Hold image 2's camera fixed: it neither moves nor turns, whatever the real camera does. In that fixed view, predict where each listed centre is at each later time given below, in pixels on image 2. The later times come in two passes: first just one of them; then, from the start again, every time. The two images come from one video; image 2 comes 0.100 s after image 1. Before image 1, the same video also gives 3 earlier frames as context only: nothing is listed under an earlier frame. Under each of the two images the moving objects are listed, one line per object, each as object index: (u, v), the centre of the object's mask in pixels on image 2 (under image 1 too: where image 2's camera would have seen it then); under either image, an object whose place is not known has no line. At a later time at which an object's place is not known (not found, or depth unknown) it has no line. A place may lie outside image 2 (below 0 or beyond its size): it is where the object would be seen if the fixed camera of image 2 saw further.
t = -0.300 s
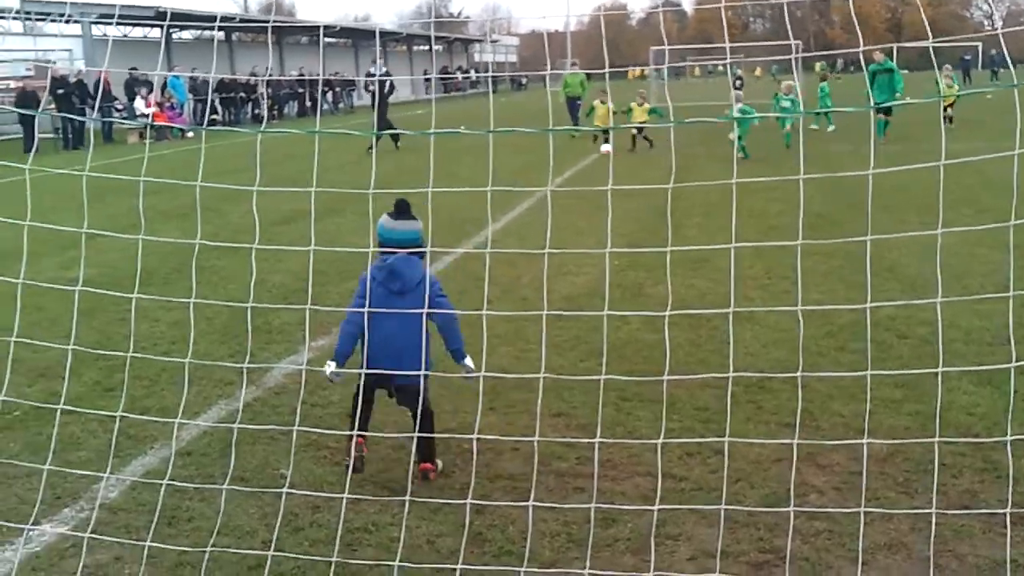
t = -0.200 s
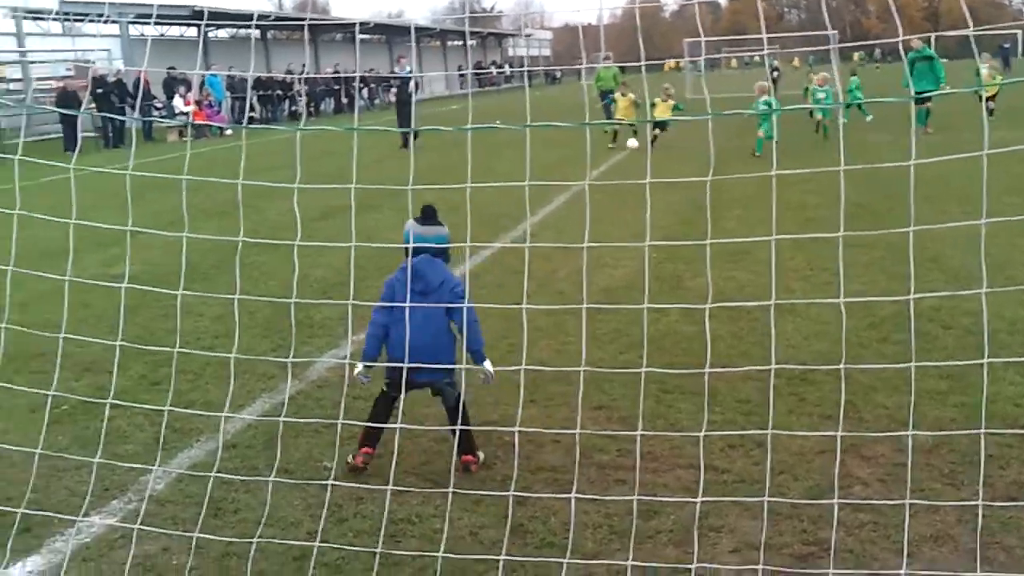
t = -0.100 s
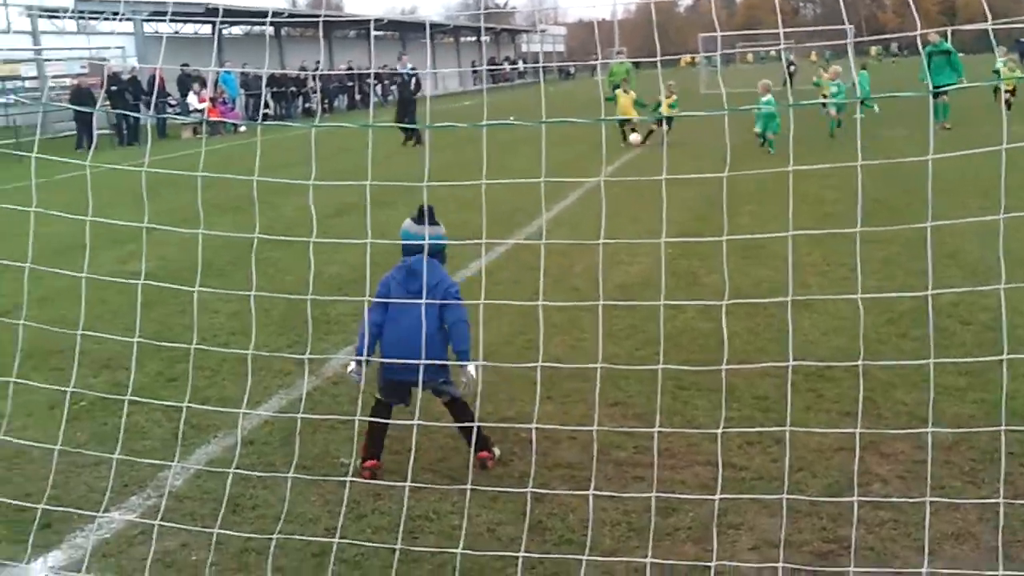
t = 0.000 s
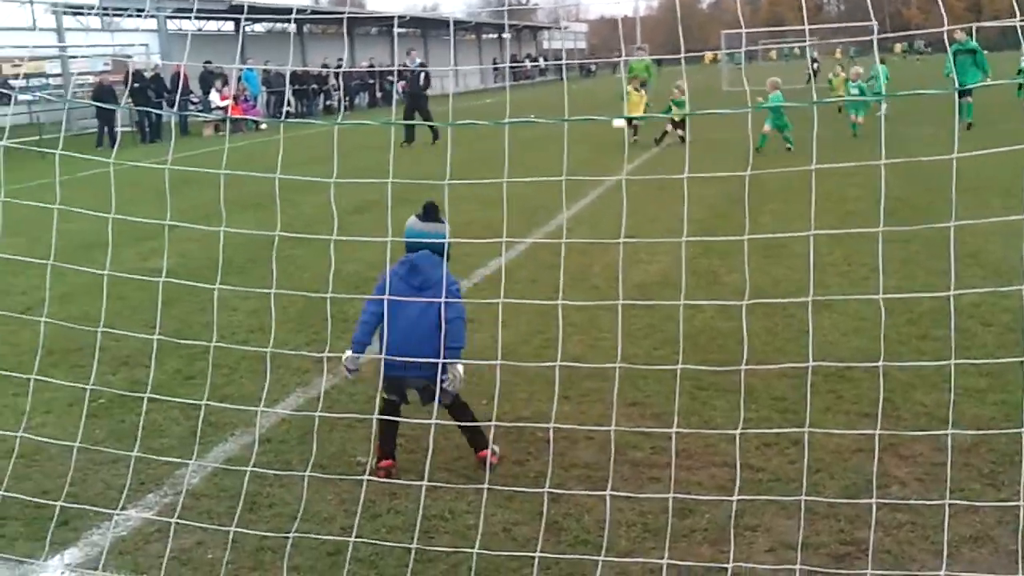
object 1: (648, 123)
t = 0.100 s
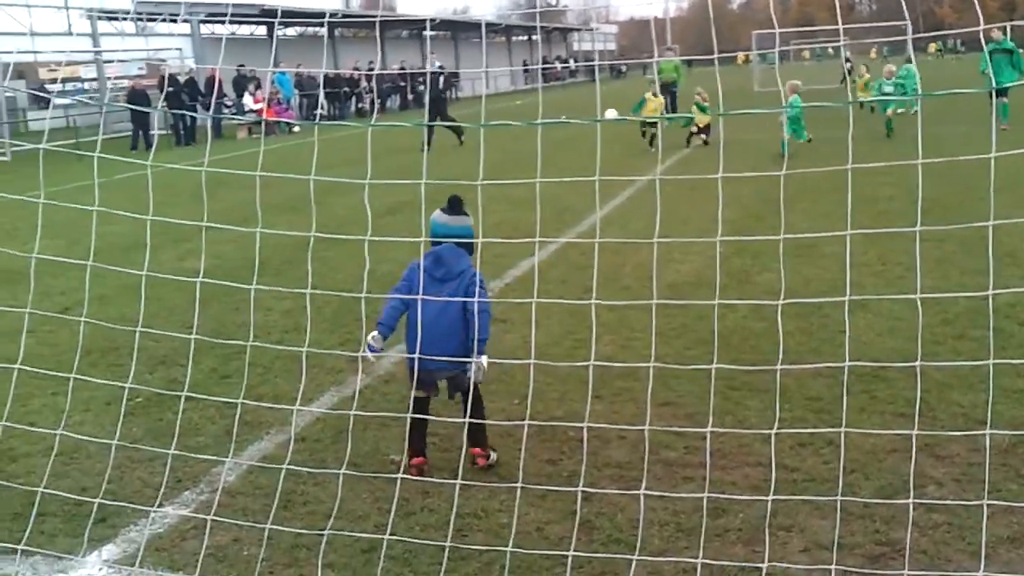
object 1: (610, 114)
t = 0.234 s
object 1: (557, 110)
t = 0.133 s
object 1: (600, 112)
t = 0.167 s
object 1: (585, 111)
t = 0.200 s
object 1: (571, 110)
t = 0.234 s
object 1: (557, 110)
